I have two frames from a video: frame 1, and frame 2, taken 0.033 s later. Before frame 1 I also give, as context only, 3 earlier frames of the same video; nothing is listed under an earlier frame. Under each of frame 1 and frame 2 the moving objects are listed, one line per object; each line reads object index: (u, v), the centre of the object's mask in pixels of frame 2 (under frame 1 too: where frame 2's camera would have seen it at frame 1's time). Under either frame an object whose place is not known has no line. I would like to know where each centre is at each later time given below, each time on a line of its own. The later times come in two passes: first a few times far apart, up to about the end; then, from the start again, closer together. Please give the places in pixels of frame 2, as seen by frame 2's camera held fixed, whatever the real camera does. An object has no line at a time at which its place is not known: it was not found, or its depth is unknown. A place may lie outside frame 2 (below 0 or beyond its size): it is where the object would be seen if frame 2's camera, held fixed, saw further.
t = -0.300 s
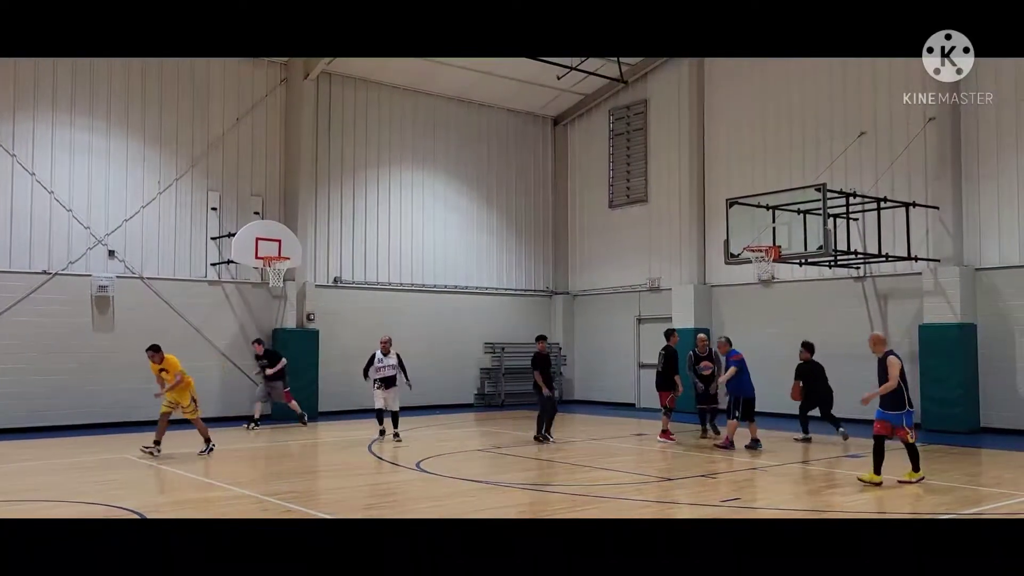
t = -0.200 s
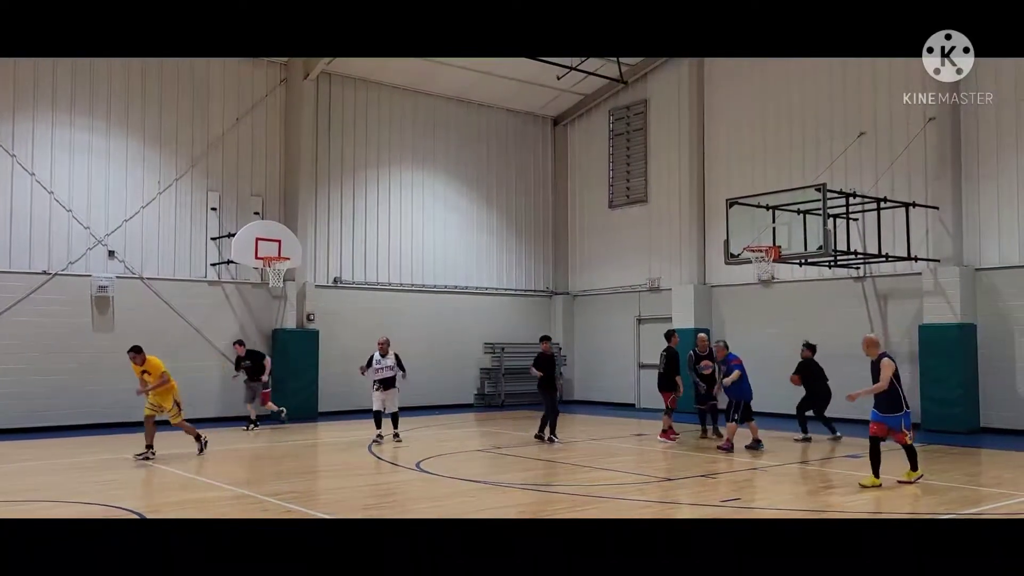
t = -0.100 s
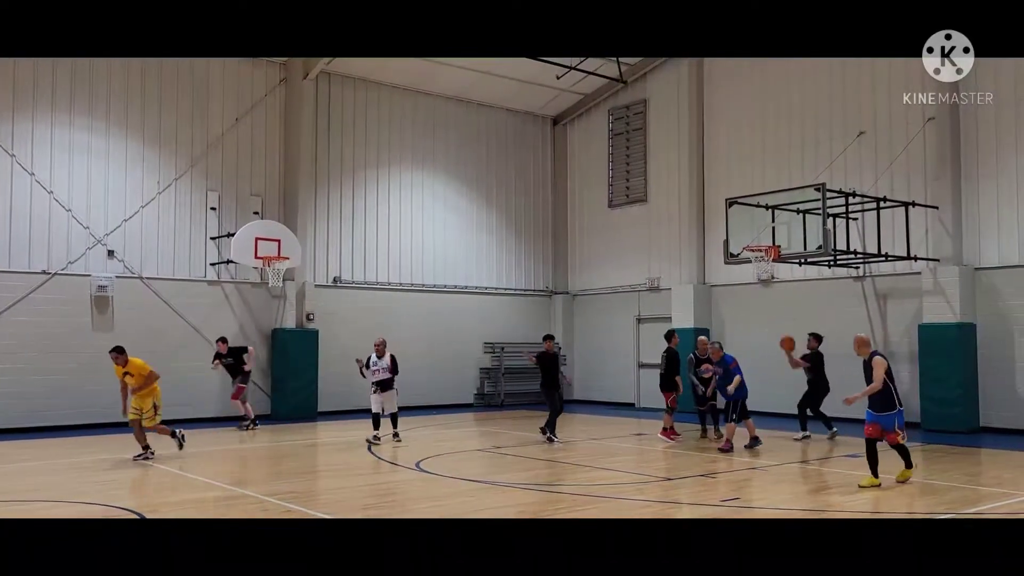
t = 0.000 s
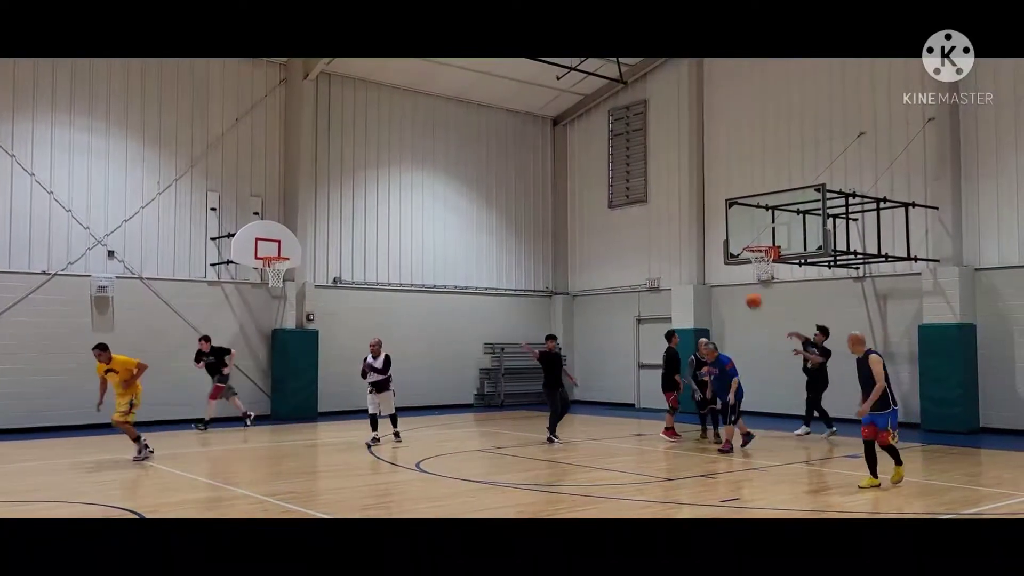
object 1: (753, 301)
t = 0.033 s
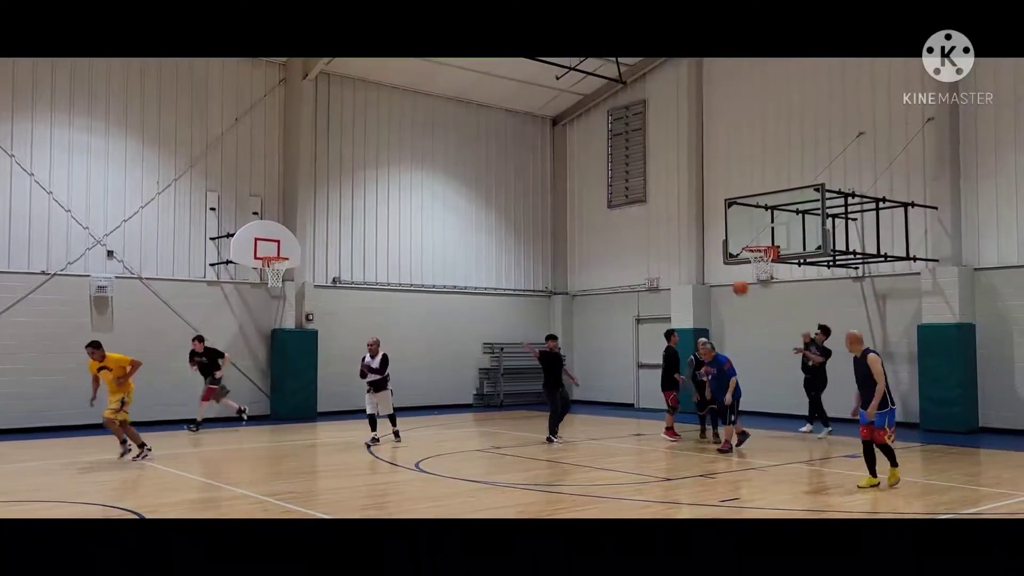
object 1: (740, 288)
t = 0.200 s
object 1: (673, 225)
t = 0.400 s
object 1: (583, 161)
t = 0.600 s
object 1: (480, 115)
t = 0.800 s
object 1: (355, 94)
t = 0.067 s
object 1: (727, 274)
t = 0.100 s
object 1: (714, 262)
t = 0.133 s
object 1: (700, 248)
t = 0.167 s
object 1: (687, 237)
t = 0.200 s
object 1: (673, 225)
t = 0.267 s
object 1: (643, 201)
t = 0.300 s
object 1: (630, 191)
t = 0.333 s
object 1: (614, 180)
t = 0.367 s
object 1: (597, 171)
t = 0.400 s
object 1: (583, 161)
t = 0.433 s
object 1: (567, 153)
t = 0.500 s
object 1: (533, 136)
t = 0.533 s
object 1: (515, 128)
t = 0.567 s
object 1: (498, 121)
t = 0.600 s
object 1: (480, 115)
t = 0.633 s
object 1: (460, 110)
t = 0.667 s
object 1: (440, 106)
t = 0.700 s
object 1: (422, 102)
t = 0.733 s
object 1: (401, 98)
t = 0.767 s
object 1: (379, 95)
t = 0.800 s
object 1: (355, 94)
